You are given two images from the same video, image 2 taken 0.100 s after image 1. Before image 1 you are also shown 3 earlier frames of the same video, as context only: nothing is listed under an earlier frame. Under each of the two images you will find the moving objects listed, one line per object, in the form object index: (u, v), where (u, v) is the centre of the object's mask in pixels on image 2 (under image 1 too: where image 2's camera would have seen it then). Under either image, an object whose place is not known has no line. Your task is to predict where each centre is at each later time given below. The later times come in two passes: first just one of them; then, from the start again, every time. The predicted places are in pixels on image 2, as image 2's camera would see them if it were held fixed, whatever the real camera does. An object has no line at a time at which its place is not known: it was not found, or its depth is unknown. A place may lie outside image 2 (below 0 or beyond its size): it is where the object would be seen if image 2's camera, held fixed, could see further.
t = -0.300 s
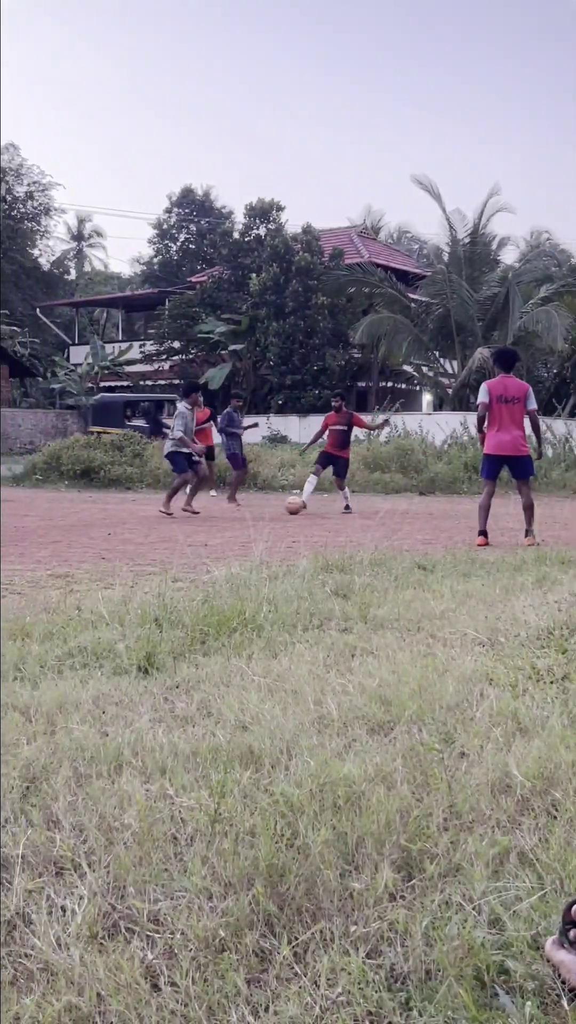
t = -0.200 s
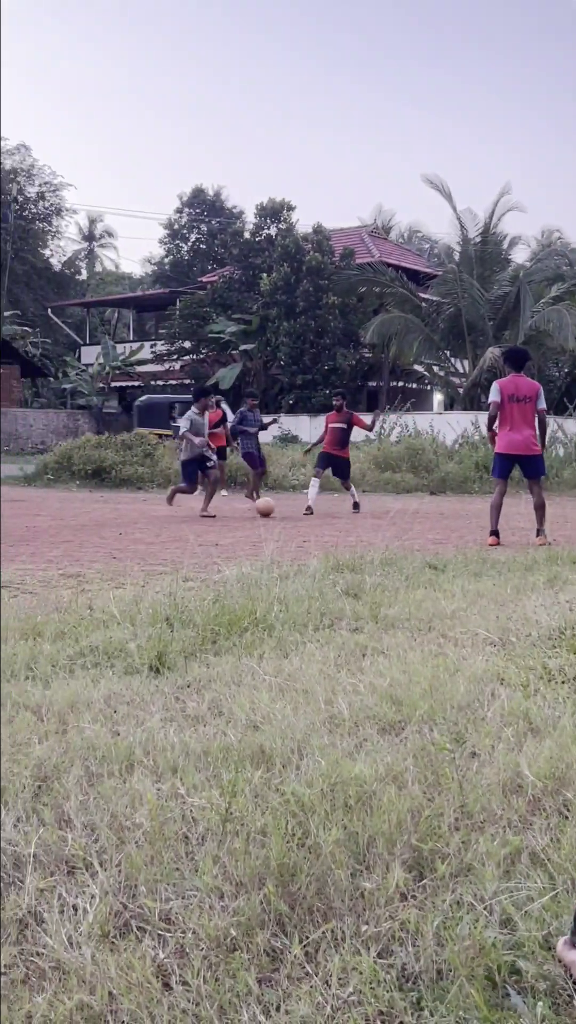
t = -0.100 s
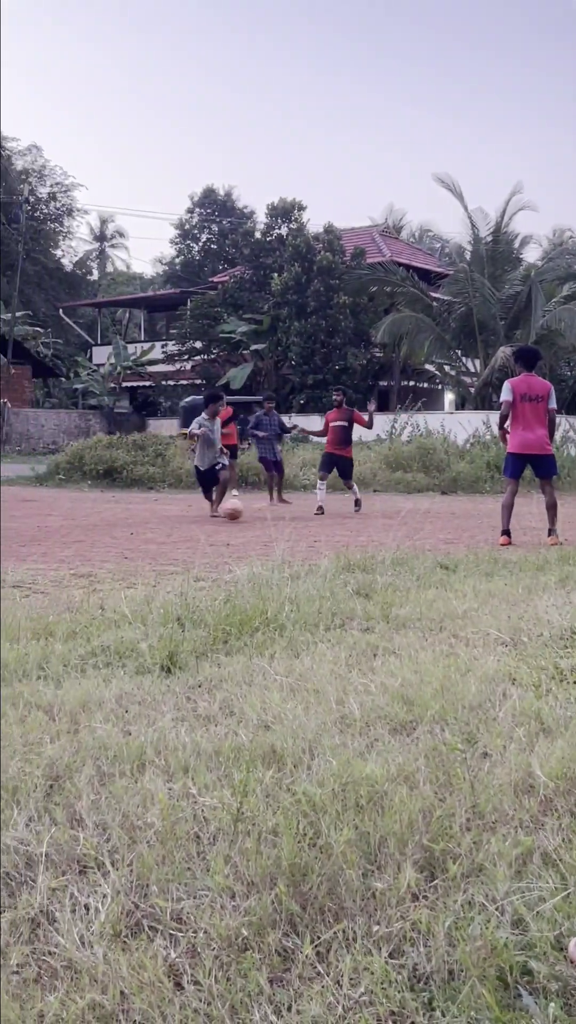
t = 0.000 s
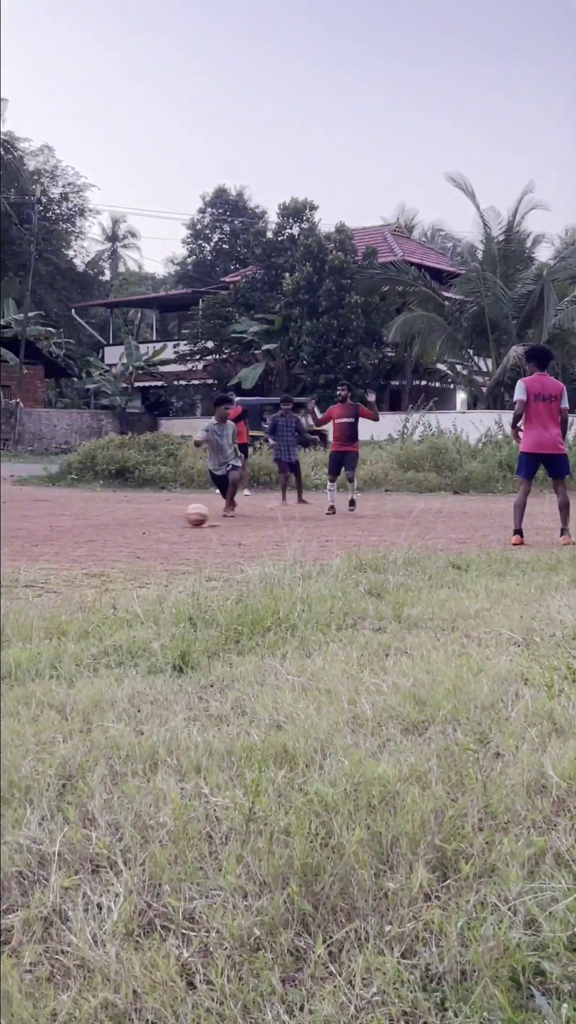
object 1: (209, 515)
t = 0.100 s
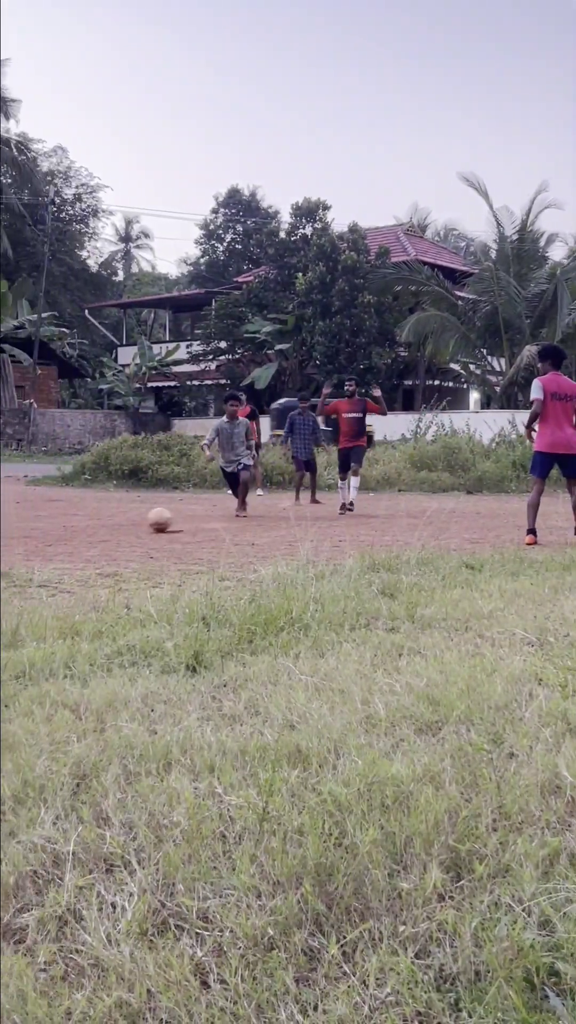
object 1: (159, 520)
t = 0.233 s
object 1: (93, 521)
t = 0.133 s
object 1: (143, 521)
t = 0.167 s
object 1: (126, 523)
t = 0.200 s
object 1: (110, 522)
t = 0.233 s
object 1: (93, 521)
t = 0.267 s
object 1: (76, 522)
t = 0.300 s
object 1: (57, 524)
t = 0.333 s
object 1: (37, 528)
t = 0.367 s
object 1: (18, 531)
